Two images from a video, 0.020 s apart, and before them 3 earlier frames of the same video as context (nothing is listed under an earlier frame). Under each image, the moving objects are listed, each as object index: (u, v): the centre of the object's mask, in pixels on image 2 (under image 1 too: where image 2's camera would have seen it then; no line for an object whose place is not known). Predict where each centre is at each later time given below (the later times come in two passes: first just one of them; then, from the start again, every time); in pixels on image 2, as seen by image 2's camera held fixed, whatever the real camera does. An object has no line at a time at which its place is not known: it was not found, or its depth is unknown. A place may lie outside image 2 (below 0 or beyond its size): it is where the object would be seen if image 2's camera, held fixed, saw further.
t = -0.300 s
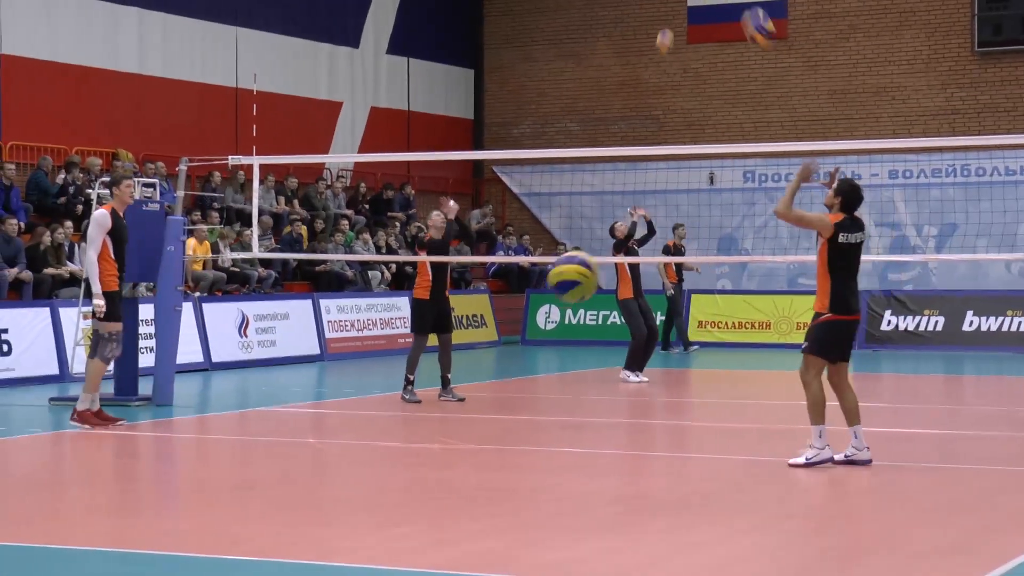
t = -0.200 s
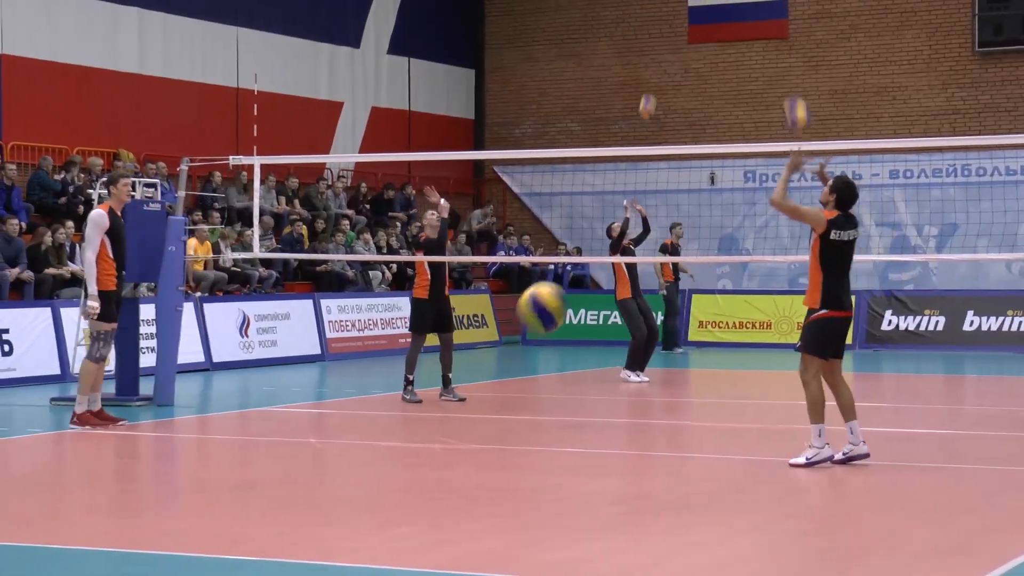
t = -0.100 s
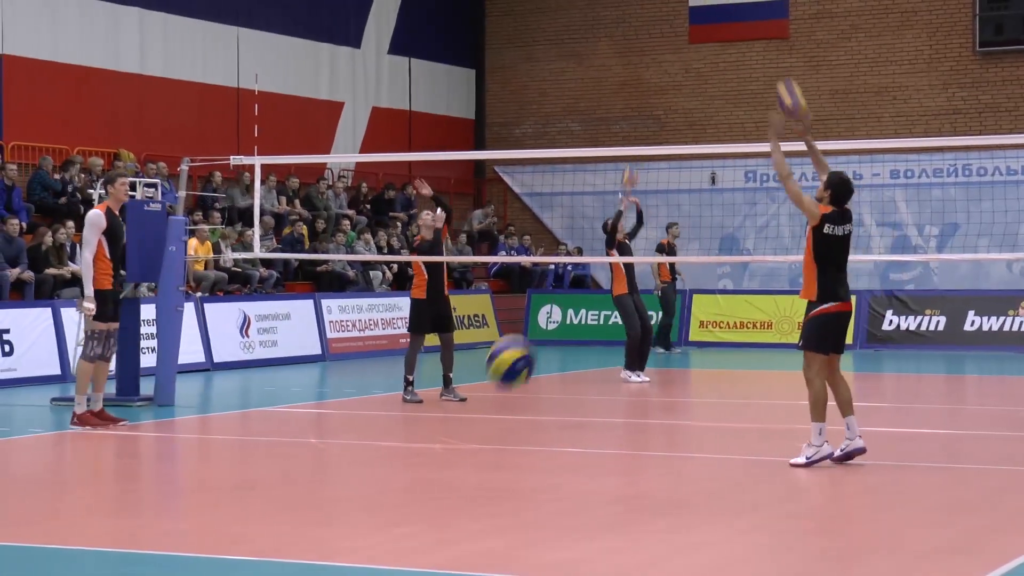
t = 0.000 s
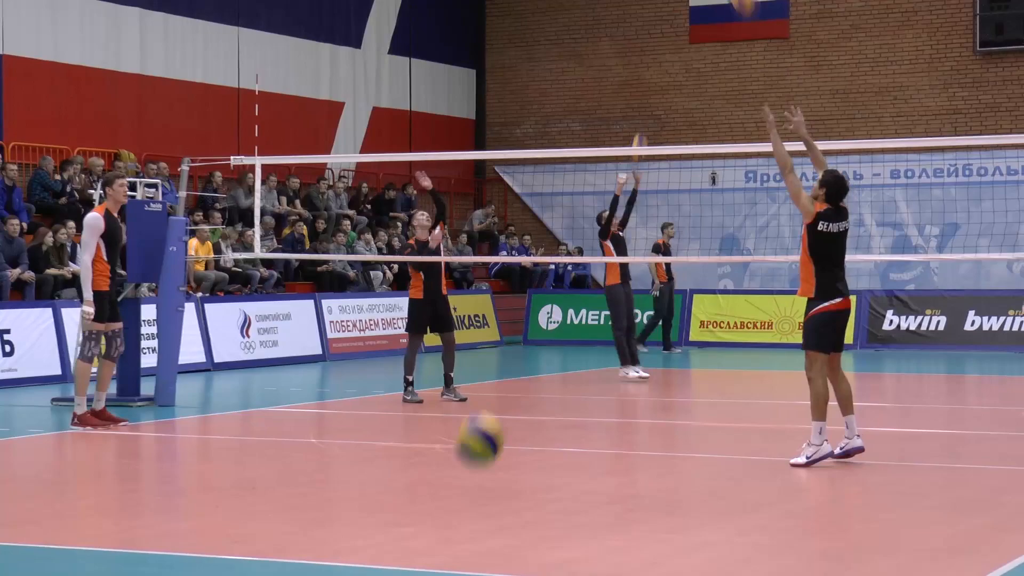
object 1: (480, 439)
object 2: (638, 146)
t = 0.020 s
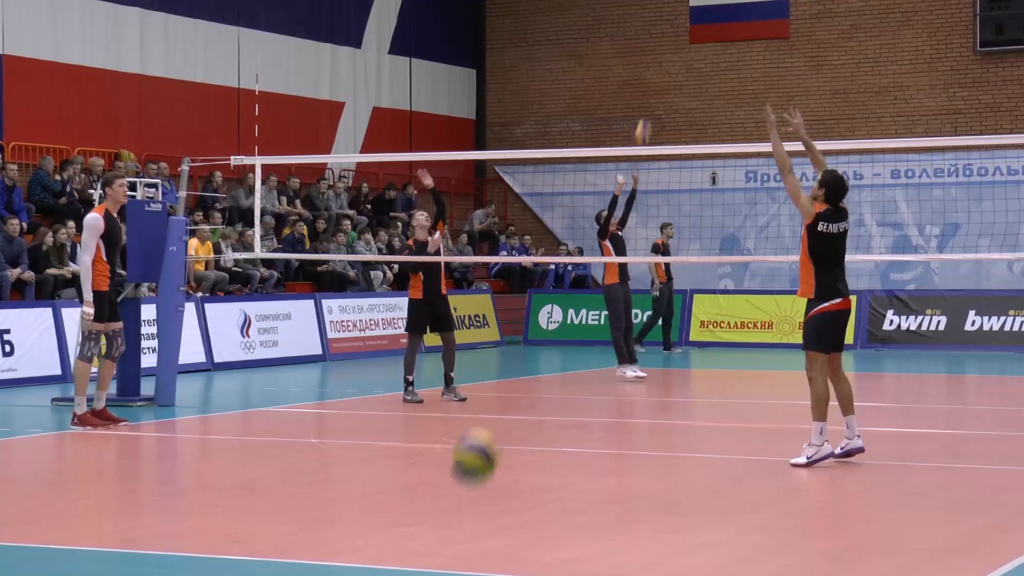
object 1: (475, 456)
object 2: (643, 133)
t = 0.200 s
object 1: (422, 509)
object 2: (677, 12)
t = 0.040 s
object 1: (469, 475)
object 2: (647, 118)
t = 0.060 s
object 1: (463, 496)
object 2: (650, 103)
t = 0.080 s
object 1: (457, 517)
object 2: (654, 89)
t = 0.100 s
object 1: (452, 537)
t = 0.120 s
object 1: (447, 555)
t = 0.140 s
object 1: (441, 555)
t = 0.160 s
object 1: (434, 540)
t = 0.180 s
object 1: (429, 524)
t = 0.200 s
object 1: (422, 509)
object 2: (677, 12)
